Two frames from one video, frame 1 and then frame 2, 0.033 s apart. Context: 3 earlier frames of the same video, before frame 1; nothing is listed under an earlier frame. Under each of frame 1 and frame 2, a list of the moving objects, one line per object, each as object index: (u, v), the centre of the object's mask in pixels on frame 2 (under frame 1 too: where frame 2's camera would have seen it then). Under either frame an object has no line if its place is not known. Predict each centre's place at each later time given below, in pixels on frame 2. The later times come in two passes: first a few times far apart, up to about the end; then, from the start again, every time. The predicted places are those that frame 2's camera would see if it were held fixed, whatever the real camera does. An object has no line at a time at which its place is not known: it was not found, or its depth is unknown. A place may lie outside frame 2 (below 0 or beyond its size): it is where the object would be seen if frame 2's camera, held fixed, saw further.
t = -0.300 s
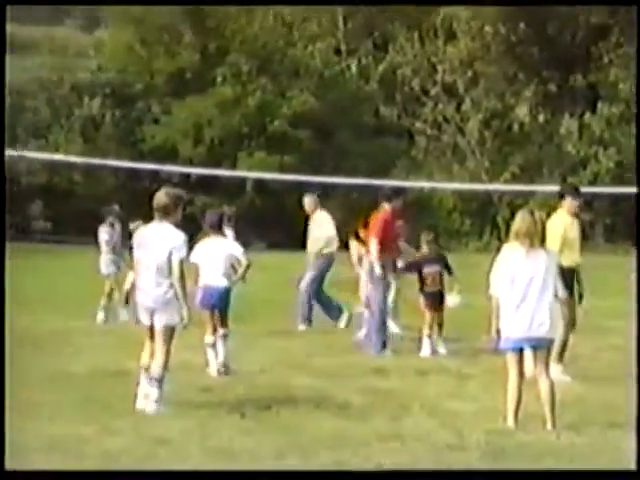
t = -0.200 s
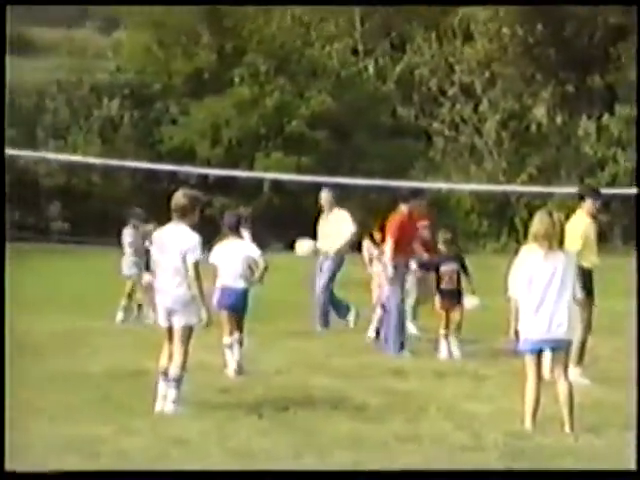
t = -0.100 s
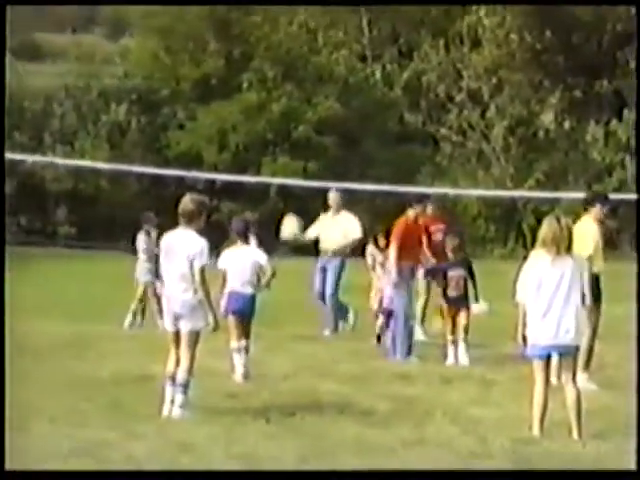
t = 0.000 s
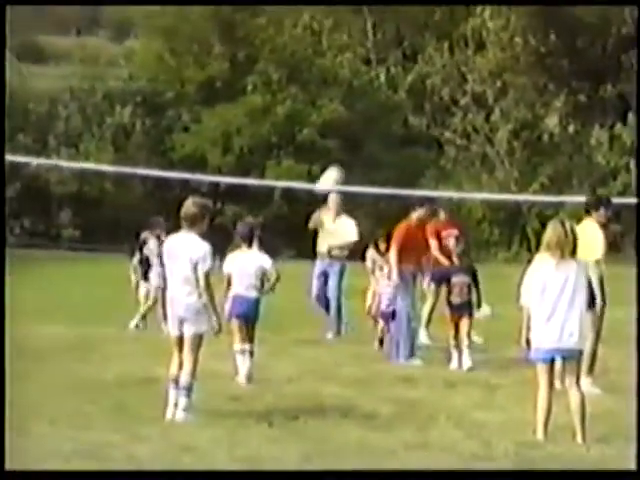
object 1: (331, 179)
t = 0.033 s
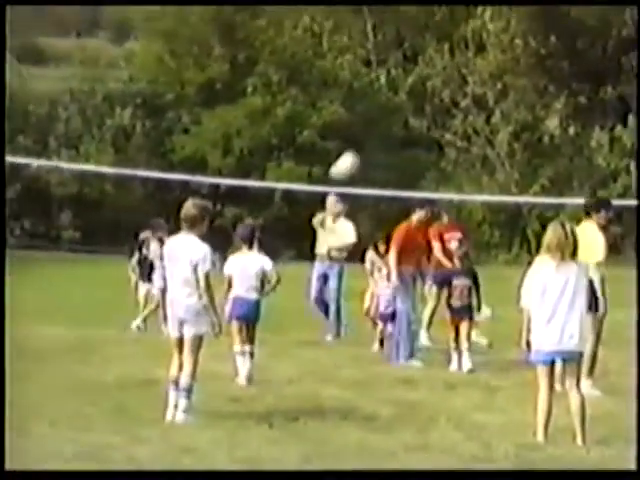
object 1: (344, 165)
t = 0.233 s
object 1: (430, 87)
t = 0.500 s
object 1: (558, 35)
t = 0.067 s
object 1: (359, 149)
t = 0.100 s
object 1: (373, 135)
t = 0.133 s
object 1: (387, 122)
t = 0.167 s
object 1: (401, 109)
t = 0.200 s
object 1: (415, 98)
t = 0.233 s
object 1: (430, 87)
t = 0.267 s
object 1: (447, 77)
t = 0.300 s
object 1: (462, 67)
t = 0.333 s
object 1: (481, 58)
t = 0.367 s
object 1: (494, 52)
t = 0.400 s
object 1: (509, 47)
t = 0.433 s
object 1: (525, 41)
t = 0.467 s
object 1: (540, 39)
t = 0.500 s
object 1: (558, 35)
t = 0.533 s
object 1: (573, 33)
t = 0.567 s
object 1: (592, 32)
